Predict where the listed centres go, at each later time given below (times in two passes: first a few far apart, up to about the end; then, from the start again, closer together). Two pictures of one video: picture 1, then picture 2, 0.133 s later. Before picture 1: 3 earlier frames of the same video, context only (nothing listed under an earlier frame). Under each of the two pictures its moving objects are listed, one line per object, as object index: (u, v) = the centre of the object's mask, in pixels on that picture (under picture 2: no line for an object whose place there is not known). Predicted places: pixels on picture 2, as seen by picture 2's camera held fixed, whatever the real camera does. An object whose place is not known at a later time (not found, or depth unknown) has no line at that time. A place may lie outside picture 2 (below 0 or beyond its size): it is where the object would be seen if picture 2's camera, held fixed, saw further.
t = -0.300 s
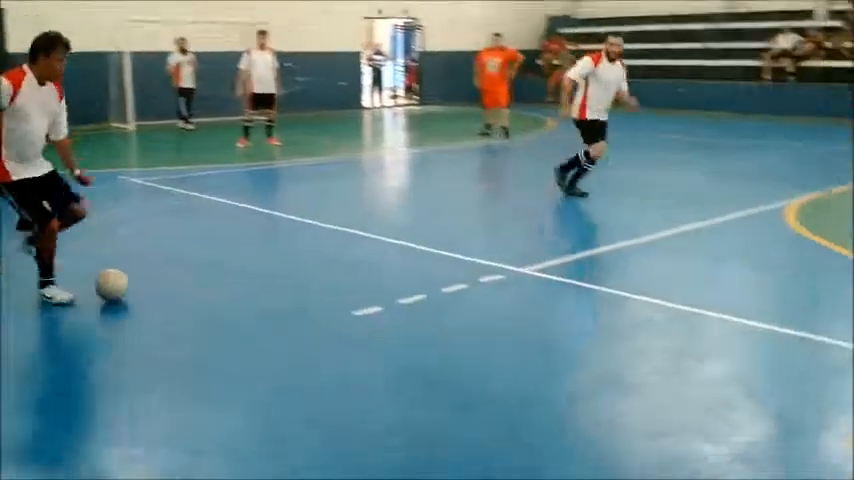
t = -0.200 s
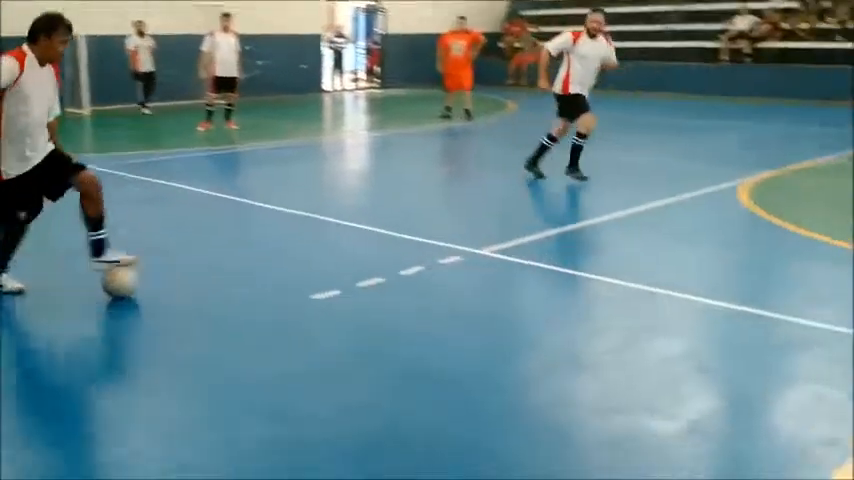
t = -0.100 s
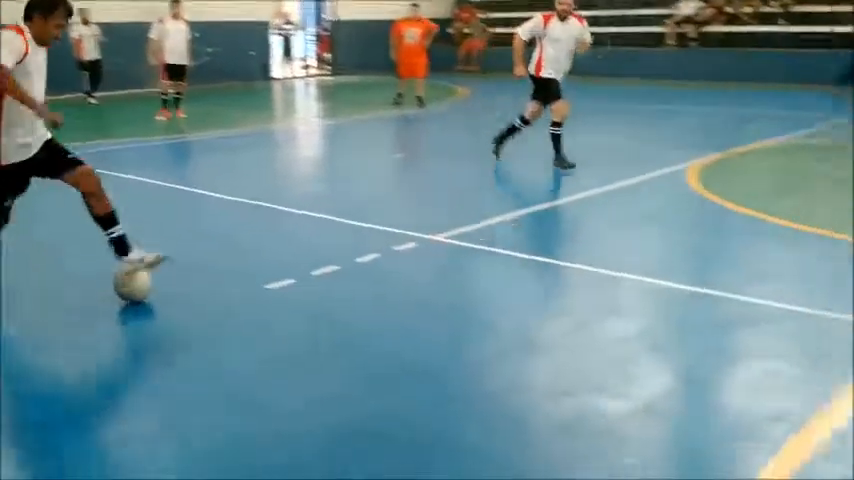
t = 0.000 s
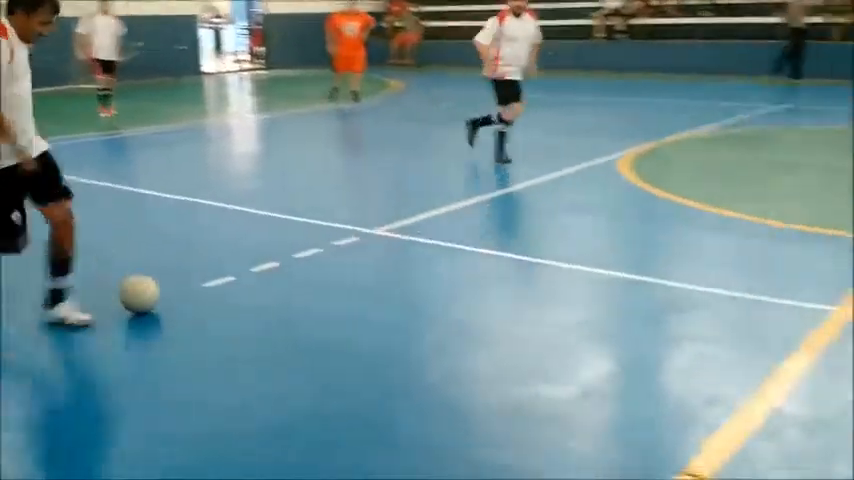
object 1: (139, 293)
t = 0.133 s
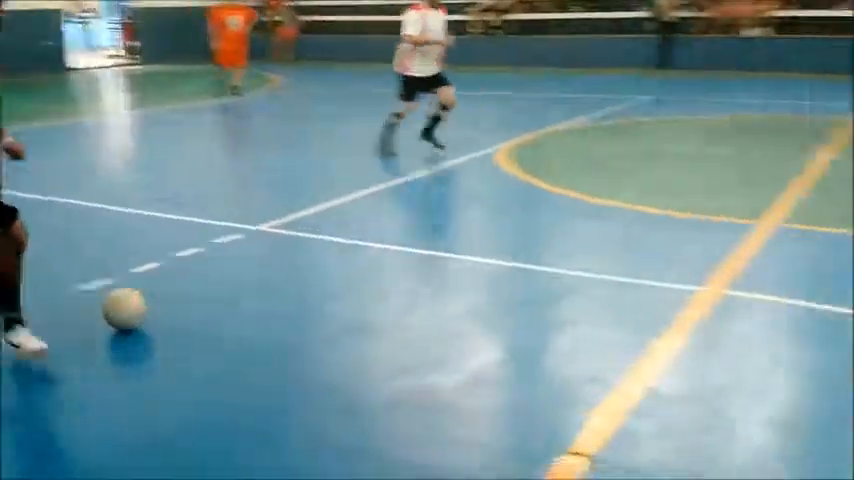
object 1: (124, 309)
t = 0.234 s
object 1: (208, 319)
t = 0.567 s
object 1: (528, 341)
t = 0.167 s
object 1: (150, 313)
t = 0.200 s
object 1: (178, 317)
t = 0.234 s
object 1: (208, 319)
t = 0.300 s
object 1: (261, 323)
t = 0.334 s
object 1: (293, 327)
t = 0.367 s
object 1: (326, 329)
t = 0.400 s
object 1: (359, 331)
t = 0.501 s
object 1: (459, 338)
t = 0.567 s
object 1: (528, 341)
